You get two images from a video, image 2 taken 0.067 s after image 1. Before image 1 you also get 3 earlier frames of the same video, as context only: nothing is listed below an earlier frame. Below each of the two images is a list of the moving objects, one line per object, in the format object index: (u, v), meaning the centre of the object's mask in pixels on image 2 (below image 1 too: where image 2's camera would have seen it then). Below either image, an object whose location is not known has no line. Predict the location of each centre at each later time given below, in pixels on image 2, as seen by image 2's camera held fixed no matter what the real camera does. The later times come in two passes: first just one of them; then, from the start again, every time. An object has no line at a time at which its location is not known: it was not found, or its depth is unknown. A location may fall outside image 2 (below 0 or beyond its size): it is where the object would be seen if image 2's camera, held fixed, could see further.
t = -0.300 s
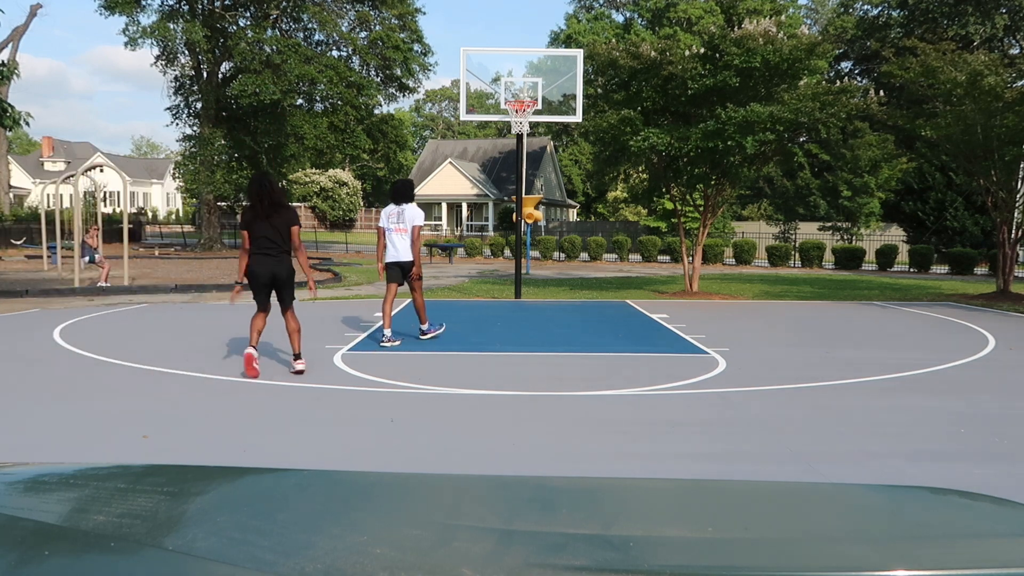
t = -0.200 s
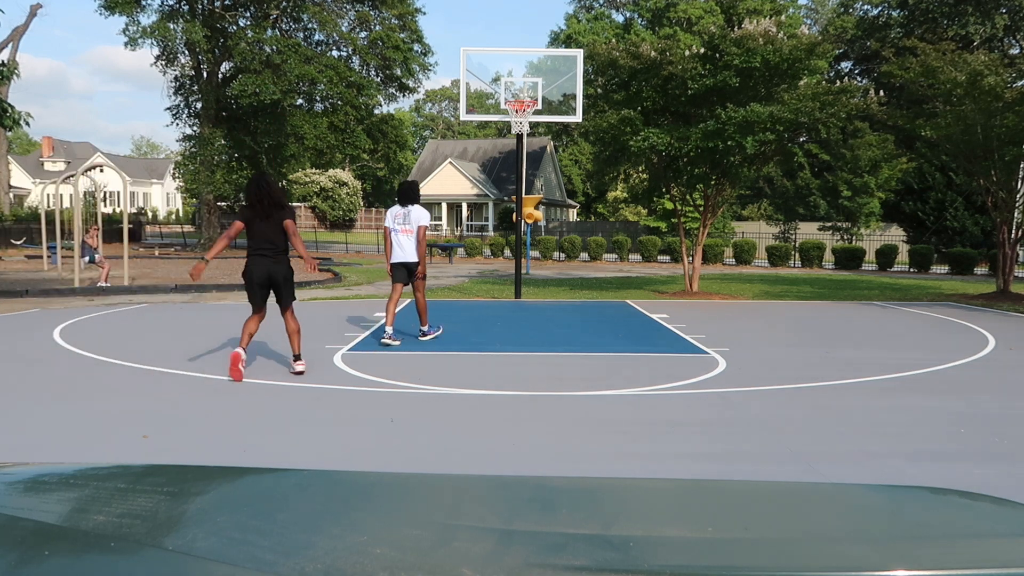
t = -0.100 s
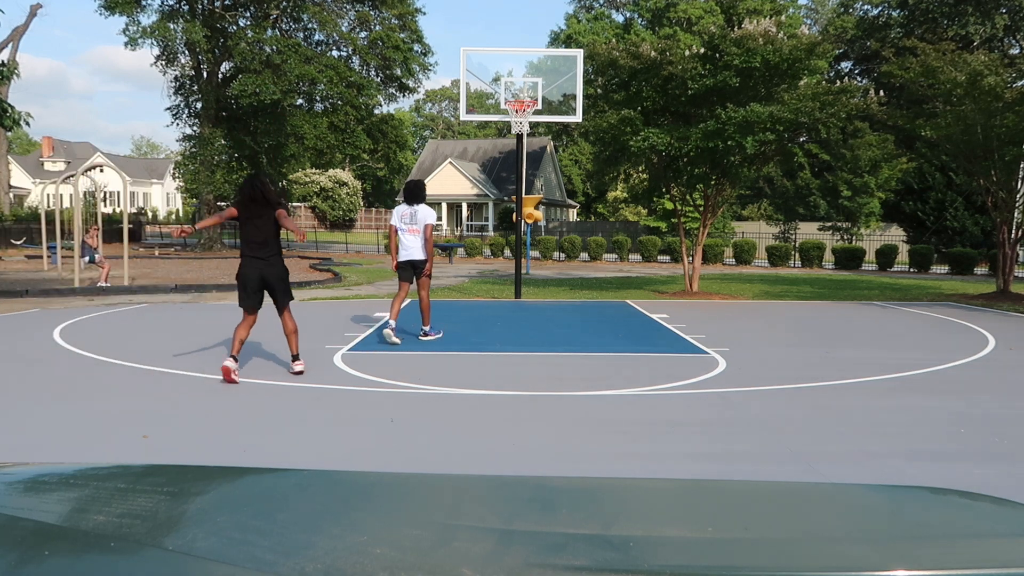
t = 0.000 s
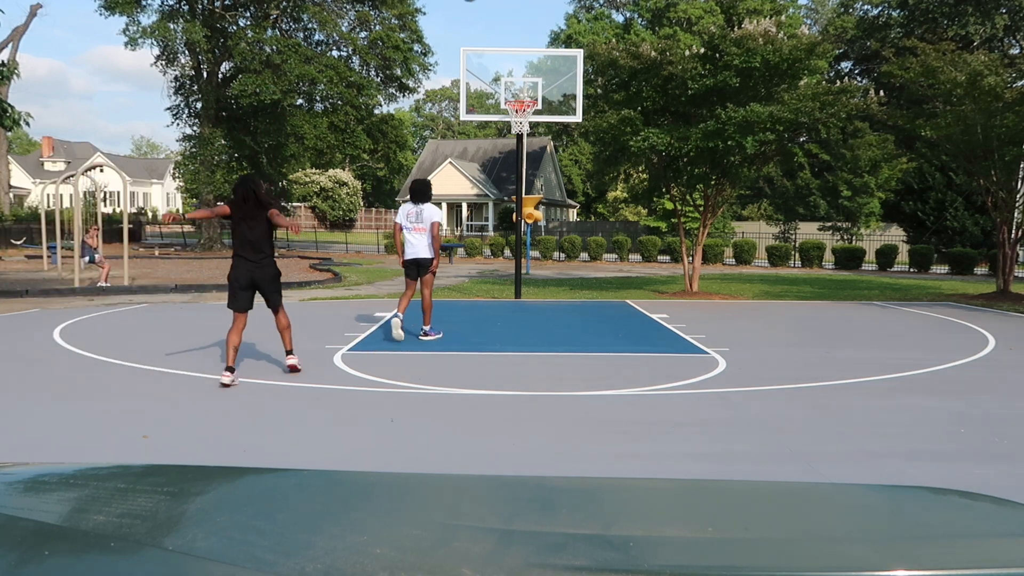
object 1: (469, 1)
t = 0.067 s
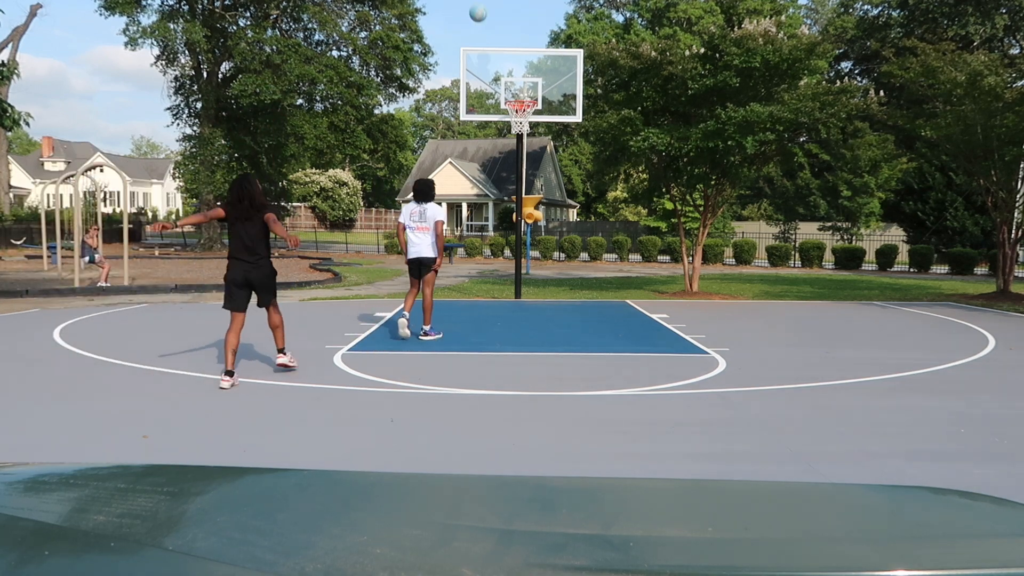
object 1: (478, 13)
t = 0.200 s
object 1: (494, 60)
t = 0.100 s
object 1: (482, 24)
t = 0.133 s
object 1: (486, 36)
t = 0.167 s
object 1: (490, 48)
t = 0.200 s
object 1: (494, 60)
